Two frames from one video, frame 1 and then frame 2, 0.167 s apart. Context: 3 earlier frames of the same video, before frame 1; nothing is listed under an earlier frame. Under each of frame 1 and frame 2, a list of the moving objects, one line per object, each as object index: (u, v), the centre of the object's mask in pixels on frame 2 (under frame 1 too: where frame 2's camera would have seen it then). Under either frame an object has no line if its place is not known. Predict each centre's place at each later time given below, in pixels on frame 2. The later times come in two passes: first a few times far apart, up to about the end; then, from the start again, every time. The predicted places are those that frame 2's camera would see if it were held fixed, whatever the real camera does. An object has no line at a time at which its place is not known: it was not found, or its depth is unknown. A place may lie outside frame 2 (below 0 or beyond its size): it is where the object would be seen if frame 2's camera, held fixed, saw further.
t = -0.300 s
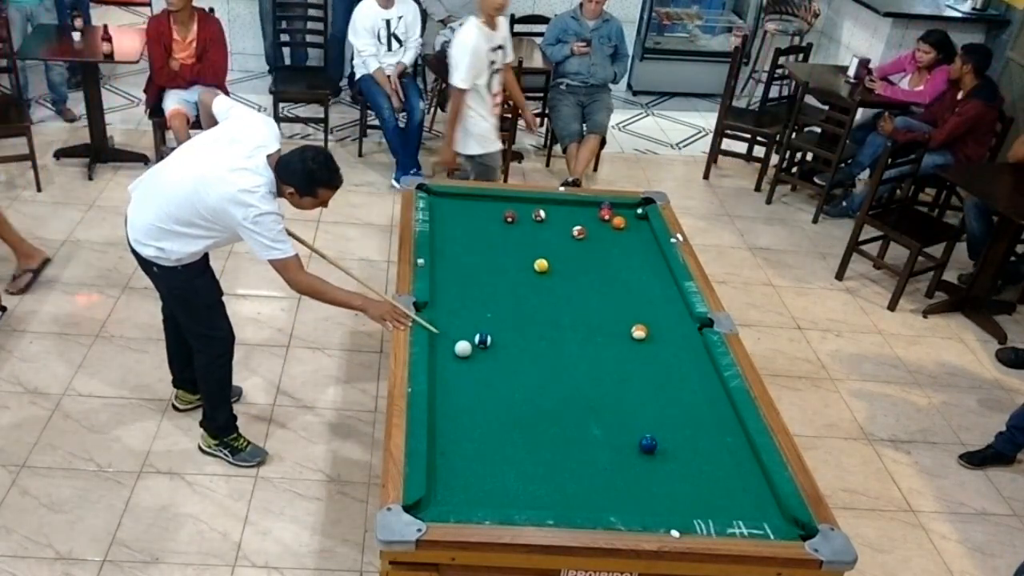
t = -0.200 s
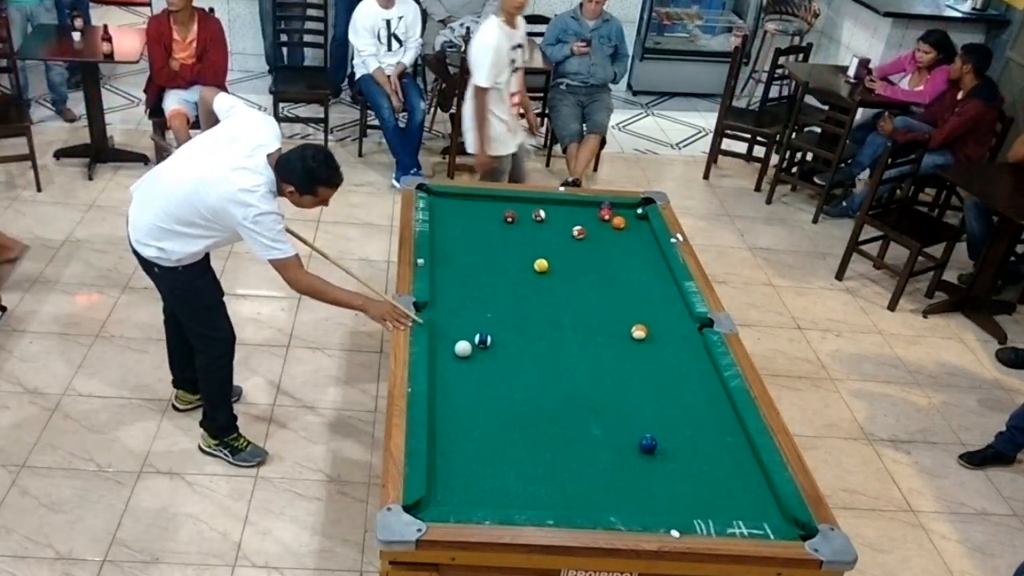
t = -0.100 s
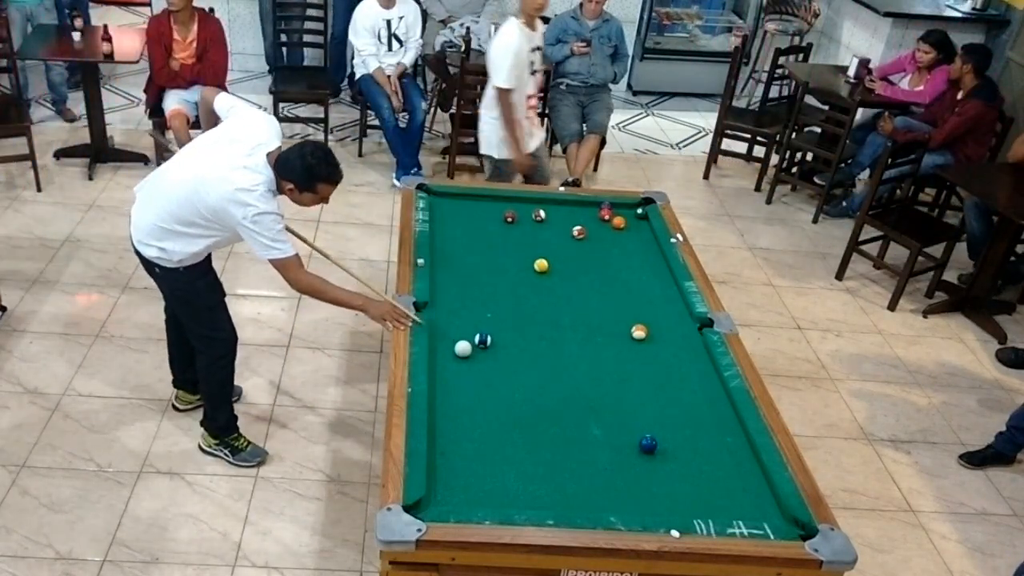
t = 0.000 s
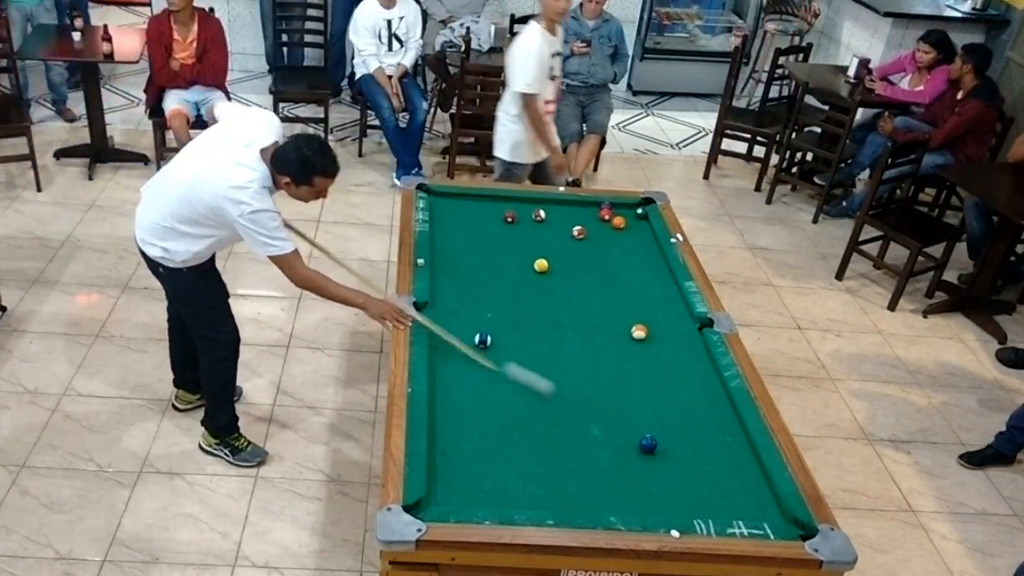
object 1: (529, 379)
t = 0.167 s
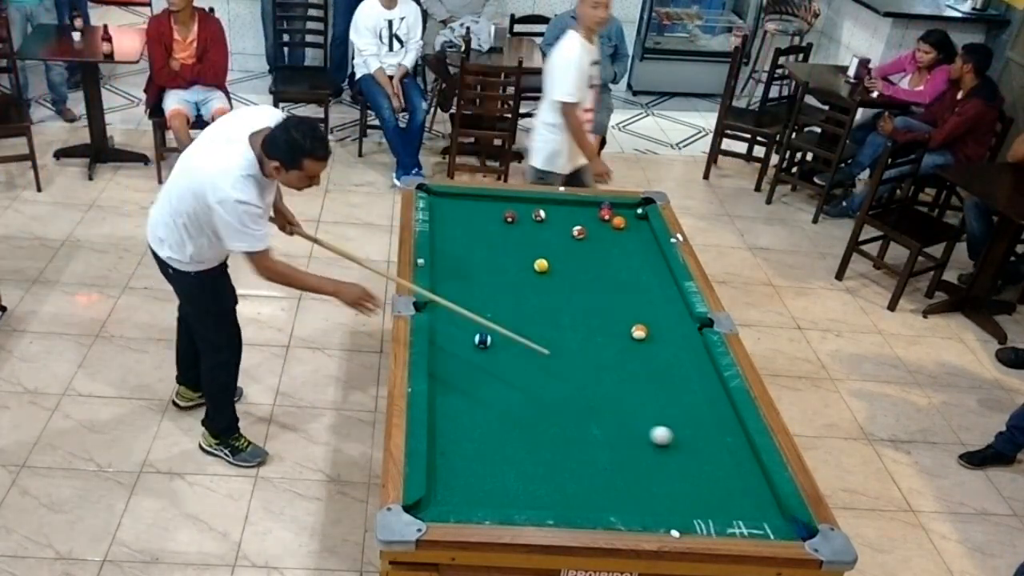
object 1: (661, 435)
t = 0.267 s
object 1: (681, 436)
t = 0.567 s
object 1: (714, 429)
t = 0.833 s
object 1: (732, 423)
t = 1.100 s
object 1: (711, 418)
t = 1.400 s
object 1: (691, 413)
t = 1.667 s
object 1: (675, 408)
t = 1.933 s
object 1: (662, 405)
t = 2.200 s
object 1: (651, 402)
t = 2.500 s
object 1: (641, 399)
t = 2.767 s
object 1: (634, 397)
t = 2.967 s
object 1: (631, 396)
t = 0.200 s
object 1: (669, 436)
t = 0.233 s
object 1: (676, 436)
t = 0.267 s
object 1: (681, 436)
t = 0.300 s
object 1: (686, 435)
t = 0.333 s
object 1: (690, 435)
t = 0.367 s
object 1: (693, 434)
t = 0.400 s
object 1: (697, 433)
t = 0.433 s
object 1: (700, 432)
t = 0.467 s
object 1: (704, 431)
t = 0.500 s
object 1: (707, 431)
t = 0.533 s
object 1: (711, 430)
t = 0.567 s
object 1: (714, 429)
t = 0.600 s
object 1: (717, 428)
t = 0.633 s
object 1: (721, 427)
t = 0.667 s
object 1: (724, 427)
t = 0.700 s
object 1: (727, 426)
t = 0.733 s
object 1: (730, 426)
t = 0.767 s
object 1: (733, 425)
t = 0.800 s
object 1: (735, 424)
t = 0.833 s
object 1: (732, 423)
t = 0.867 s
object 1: (730, 423)
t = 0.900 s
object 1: (727, 422)
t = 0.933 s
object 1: (724, 421)
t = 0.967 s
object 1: (721, 421)
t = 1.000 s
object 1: (719, 420)
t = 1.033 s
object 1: (716, 419)
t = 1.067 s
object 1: (714, 419)
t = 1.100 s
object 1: (711, 418)
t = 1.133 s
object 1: (709, 417)
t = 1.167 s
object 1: (706, 417)
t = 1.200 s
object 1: (704, 416)
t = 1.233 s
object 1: (702, 416)
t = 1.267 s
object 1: (700, 415)
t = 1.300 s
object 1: (697, 414)
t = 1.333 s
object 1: (695, 414)
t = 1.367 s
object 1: (693, 413)
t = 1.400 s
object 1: (691, 413)
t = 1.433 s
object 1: (689, 412)
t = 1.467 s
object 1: (687, 412)
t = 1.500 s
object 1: (684, 411)
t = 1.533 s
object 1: (683, 411)
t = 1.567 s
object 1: (681, 410)
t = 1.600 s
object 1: (679, 410)
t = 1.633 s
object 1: (677, 409)
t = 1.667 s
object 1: (675, 408)
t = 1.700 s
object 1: (673, 408)
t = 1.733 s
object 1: (671, 408)
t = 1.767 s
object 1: (670, 407)
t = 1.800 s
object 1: (668, 407)
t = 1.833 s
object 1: (666, 406)
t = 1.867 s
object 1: (665, 406)
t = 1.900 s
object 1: (663, 405)
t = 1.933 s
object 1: (662, 405)
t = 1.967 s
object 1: (660, 405)
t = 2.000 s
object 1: (659, 404)
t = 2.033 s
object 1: (657, 404)
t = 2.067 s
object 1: (656, 403)
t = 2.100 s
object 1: (654, 403)
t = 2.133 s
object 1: (653, 403)
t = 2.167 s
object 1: (652, 402)
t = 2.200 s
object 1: (651, 402)
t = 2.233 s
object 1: (649, 402)
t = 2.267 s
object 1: (648, 401)
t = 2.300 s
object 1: (647, 401)
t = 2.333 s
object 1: (646, 400)
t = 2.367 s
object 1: (645, 400)
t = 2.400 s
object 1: (644, 400)
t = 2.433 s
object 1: (643, 400)
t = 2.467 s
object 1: (642, 399)
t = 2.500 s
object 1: (641, 399)
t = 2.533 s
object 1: (640, 399)
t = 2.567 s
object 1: (639, 399)
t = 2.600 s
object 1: (638, 398)
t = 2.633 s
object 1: (638, 398)
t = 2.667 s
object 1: (637, 398)
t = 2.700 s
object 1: (636, 398)
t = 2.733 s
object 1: (635, 397)
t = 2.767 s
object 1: (634, 397)
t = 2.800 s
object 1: (634, 397)
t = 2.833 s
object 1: (633, 397)
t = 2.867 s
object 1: (632, 397)
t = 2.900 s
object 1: (632, 396)
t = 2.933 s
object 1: (631, 396)
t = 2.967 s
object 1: (631, 396)
